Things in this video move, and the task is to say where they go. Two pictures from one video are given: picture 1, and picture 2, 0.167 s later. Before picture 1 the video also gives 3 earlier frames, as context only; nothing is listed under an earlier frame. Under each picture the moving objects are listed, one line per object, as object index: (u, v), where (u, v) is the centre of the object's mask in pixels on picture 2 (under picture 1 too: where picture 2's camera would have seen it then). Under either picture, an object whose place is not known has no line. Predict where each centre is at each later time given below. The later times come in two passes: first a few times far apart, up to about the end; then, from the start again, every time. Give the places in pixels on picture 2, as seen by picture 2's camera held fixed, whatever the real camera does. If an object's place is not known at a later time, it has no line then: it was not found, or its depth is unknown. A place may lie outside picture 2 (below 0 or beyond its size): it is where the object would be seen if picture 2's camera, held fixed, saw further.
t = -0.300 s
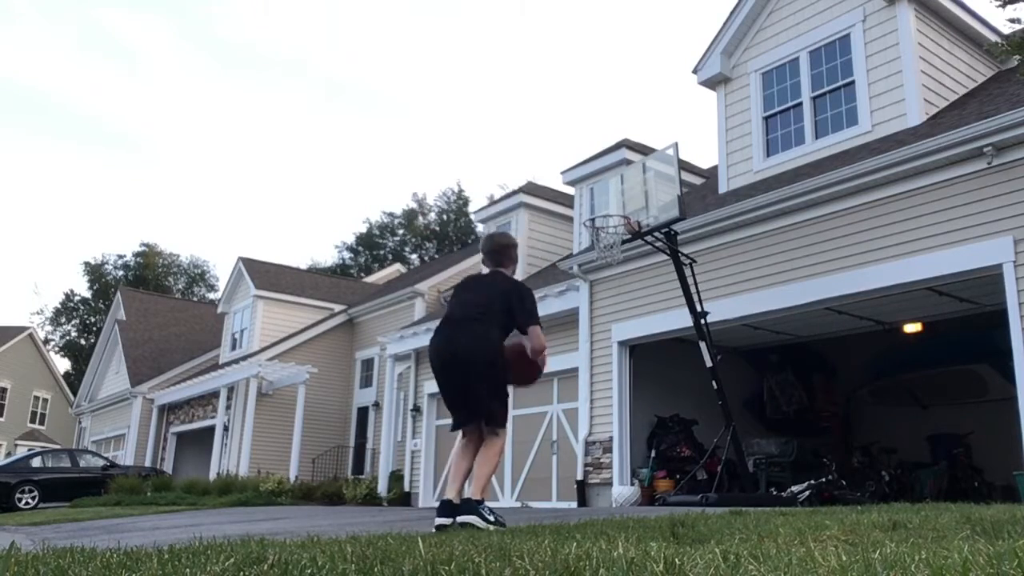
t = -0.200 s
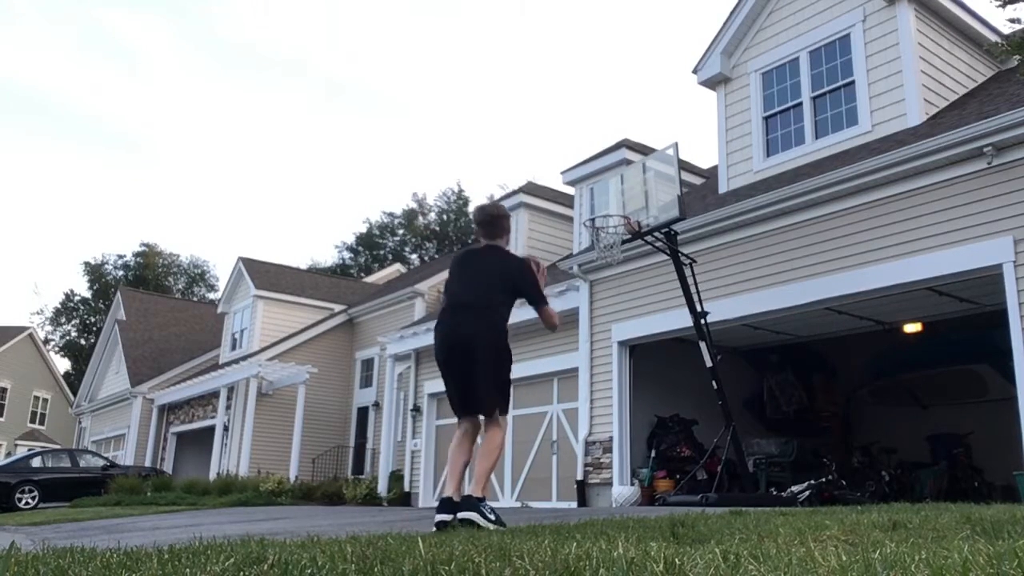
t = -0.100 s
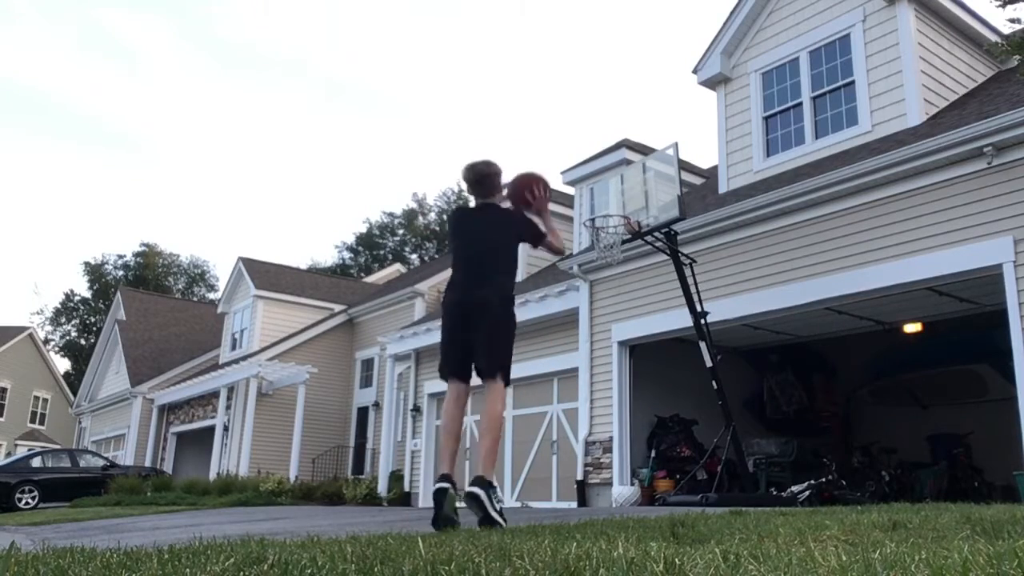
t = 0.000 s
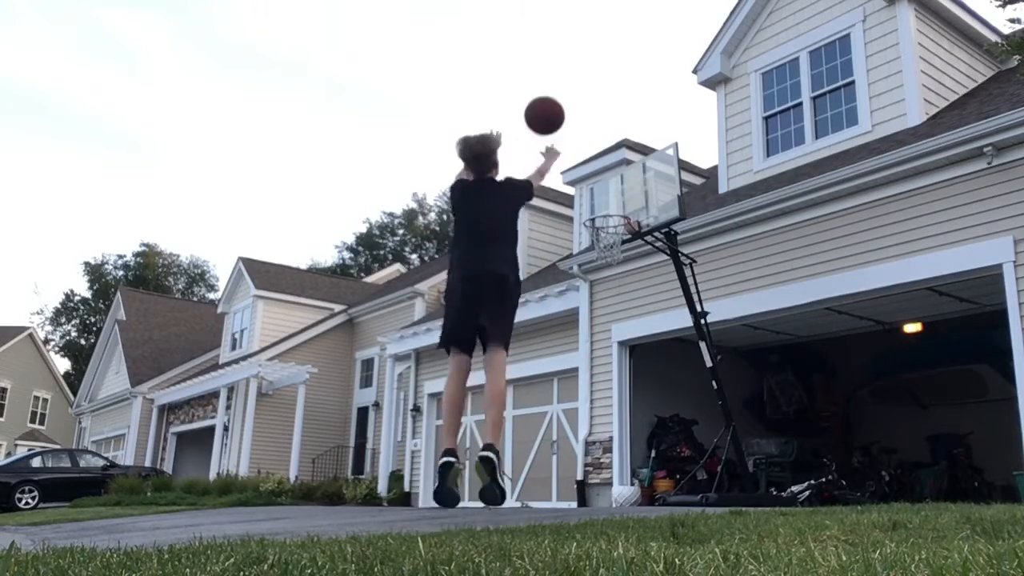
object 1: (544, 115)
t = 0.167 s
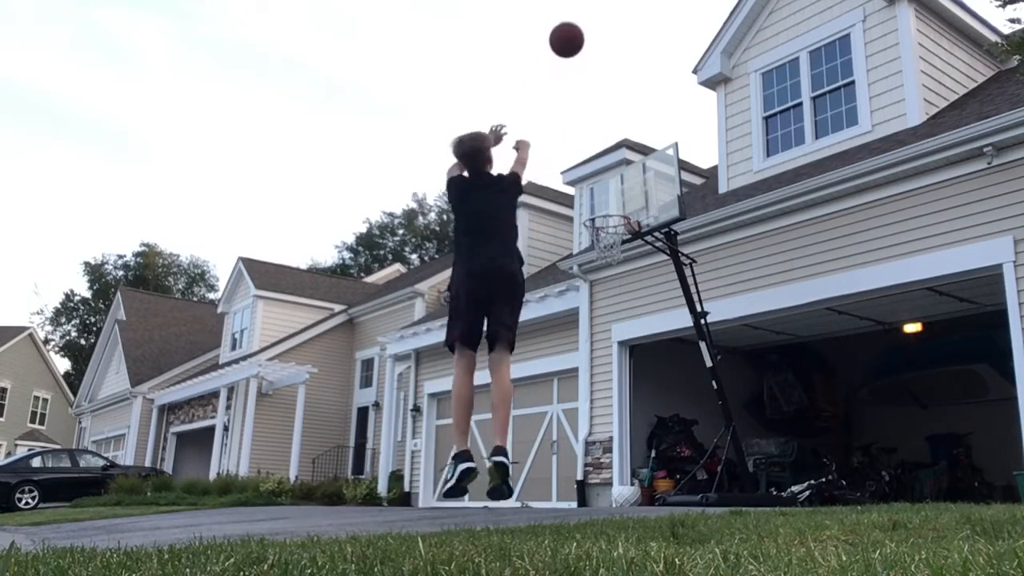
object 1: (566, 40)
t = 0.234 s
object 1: (573, 24)
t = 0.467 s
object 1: (592, 15)
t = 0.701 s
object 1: (606, 60)
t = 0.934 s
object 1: (617, 148)
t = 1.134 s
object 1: (630, 197)
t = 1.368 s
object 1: (656, 202)
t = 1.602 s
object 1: (685, 262)
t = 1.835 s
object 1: (717, 390)
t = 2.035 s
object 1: (744, 447)
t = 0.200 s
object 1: (570, 31)
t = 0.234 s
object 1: (573, 24)
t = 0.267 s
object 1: (576, 18)
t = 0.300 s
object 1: (579, 15)
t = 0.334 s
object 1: (582, 13)
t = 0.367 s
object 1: (585, 12)
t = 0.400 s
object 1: (588, 12)
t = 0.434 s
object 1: (590, 13)
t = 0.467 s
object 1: (592, 15)
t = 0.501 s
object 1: (595, 18)
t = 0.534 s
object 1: (597, 23)
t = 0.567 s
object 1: (599, 28)
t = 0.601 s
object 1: (601, 35)
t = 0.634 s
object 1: (602, 42)
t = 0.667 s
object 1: (604, 51)
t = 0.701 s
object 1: (606, 60)
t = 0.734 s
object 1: (607, 70)
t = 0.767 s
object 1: (609, 81)
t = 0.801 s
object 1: (611, 93)
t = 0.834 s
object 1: (612, 105)
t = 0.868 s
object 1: (614, 119)
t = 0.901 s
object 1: (615, 133)
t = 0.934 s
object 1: (617, 148)
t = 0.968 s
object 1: (618, 163)
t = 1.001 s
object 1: (620, 179)
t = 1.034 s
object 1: (621, 196)
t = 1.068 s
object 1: (623, 205)
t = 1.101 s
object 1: (627, 201)
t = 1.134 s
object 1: (630, 197)
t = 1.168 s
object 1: (634, 195)
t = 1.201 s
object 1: (638, 193)
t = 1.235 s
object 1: (641, 193)
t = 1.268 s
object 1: (645, 194)
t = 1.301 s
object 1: (648, 195)
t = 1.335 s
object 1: (652, 198)
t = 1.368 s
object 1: (656, 202)
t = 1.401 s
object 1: (660, 207)
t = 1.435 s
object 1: (664, 213)
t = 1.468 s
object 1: (668, 219)
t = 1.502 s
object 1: (673, 228)
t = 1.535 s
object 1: (677, 238)
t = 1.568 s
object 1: (680, 249)
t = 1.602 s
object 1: (685, 262)
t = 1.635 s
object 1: (689, 275)
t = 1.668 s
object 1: (694, 291)
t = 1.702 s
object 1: (698, 307)
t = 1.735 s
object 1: (703, 326)
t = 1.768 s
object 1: (708, 345)
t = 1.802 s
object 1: (713, 366)
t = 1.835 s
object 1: (717, 390)
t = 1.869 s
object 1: (723, 415)
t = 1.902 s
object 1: (728, 441)
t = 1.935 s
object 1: (734, 473)
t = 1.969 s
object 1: (738, 488)
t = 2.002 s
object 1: (742, 470)
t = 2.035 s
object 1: (744, 447)
